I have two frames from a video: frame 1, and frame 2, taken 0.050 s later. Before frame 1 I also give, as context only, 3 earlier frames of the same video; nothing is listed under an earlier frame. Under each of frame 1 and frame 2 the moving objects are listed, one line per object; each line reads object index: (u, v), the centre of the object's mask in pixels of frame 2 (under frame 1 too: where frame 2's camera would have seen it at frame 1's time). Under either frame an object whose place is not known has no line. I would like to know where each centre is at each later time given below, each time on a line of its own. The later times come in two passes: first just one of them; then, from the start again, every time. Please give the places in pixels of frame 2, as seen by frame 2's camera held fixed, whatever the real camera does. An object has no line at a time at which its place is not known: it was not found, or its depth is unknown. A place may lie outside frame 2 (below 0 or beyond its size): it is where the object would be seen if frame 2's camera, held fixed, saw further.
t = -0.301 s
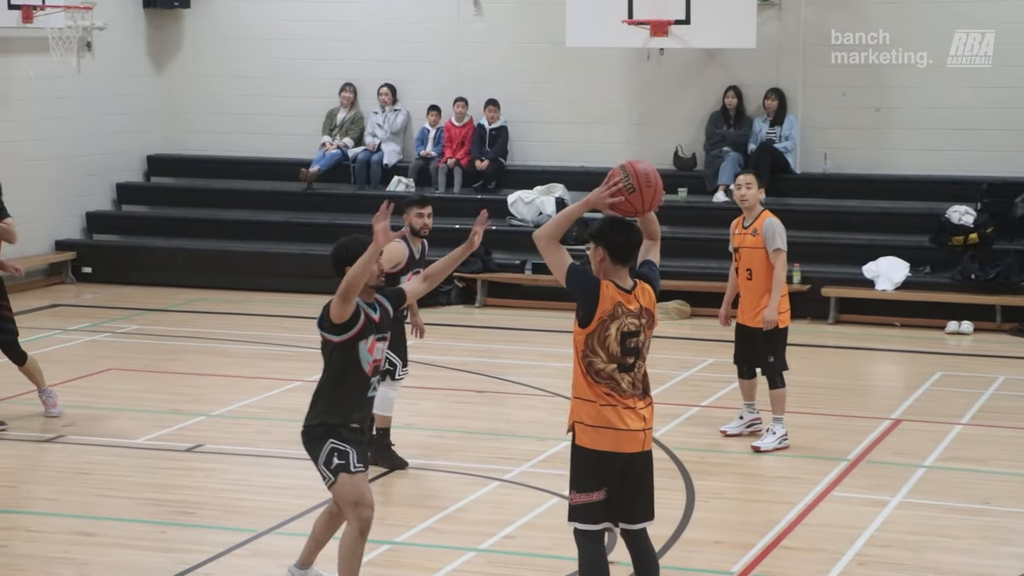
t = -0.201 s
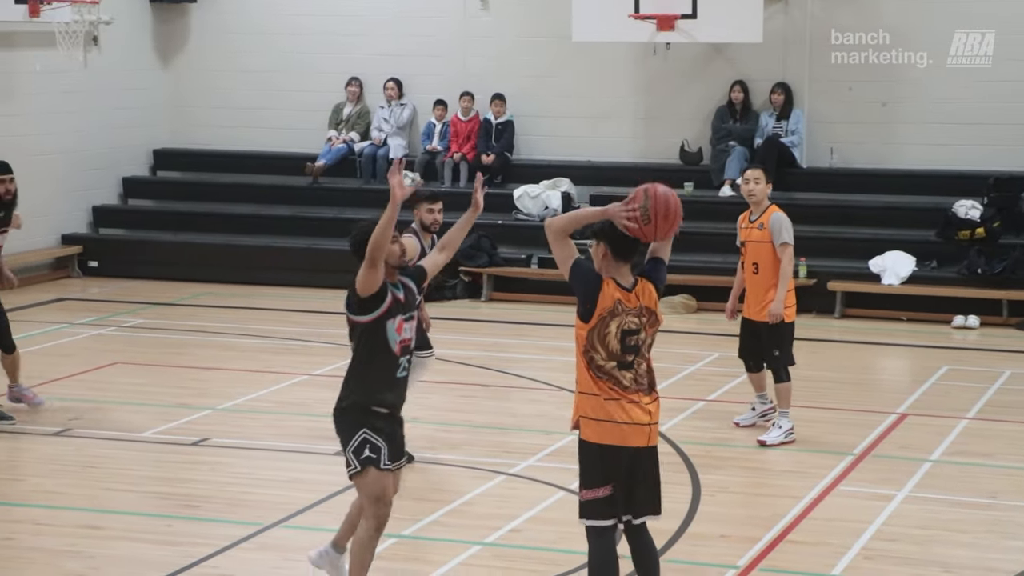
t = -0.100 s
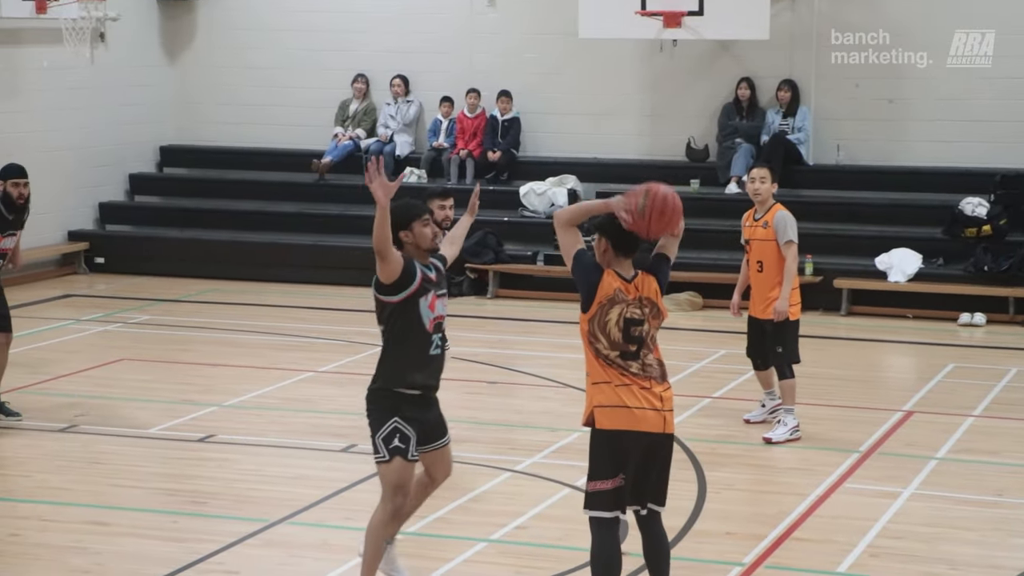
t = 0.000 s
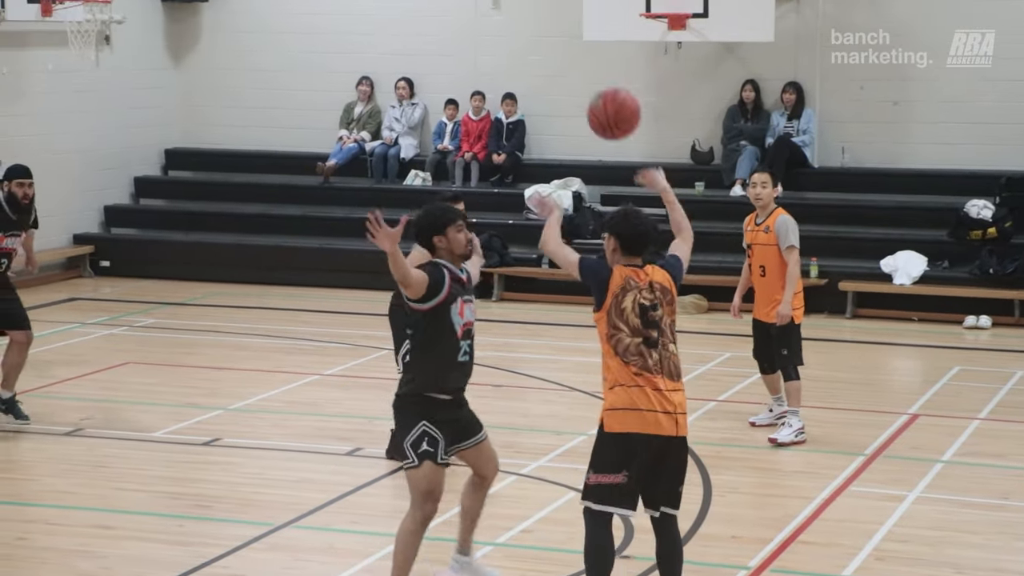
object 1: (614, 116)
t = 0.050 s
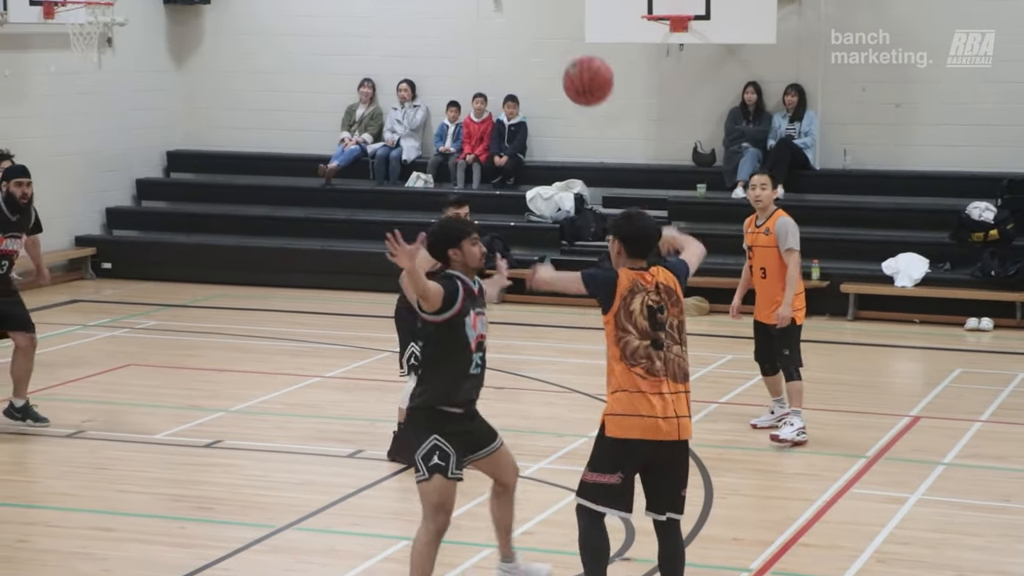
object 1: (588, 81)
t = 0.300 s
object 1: (478, 9)
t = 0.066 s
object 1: (579, 71)
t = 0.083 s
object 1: (571, 62)
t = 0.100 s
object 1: (563, 54)
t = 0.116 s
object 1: (555, 46)
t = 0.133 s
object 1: (547, 39)
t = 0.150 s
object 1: (539, 33)
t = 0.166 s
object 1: (532, 28)
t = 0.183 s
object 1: (524, 24)
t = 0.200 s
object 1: (517, 21)
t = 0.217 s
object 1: (510, 17)
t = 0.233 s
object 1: (503, 16)
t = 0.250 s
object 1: (496, 13)
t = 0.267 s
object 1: (490, 11)
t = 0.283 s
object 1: (483, 10)
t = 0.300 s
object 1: (478, 9)
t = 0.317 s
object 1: (472, 10)
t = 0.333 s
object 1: (467, 11)
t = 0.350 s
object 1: (461, 12)
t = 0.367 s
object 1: (454, 12)
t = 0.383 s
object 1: (449, 14)
